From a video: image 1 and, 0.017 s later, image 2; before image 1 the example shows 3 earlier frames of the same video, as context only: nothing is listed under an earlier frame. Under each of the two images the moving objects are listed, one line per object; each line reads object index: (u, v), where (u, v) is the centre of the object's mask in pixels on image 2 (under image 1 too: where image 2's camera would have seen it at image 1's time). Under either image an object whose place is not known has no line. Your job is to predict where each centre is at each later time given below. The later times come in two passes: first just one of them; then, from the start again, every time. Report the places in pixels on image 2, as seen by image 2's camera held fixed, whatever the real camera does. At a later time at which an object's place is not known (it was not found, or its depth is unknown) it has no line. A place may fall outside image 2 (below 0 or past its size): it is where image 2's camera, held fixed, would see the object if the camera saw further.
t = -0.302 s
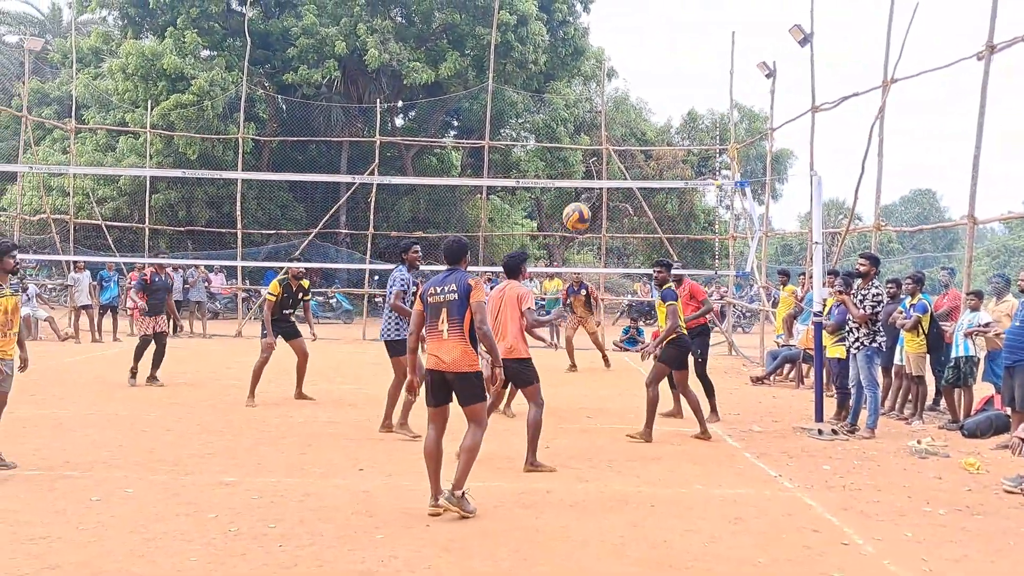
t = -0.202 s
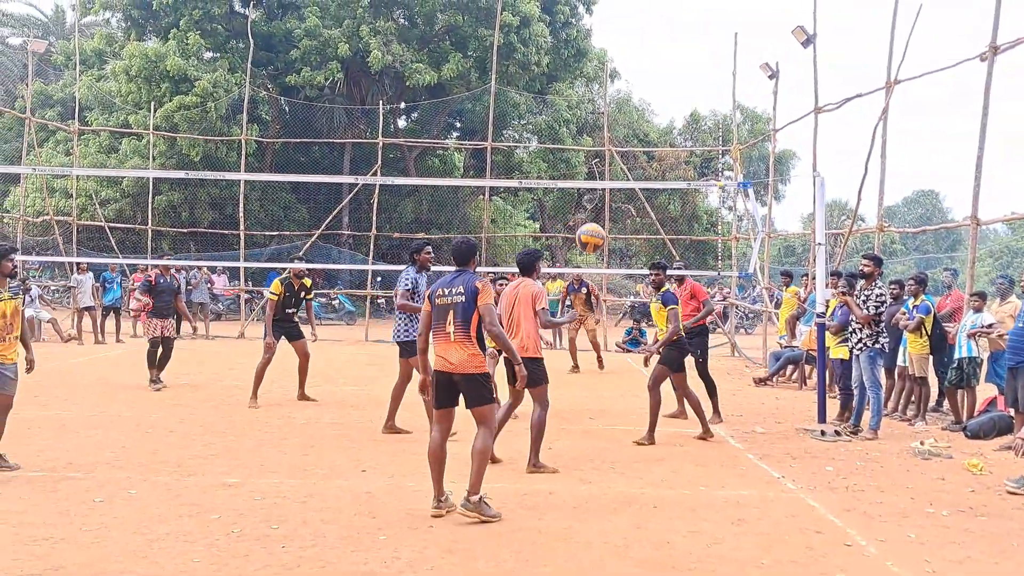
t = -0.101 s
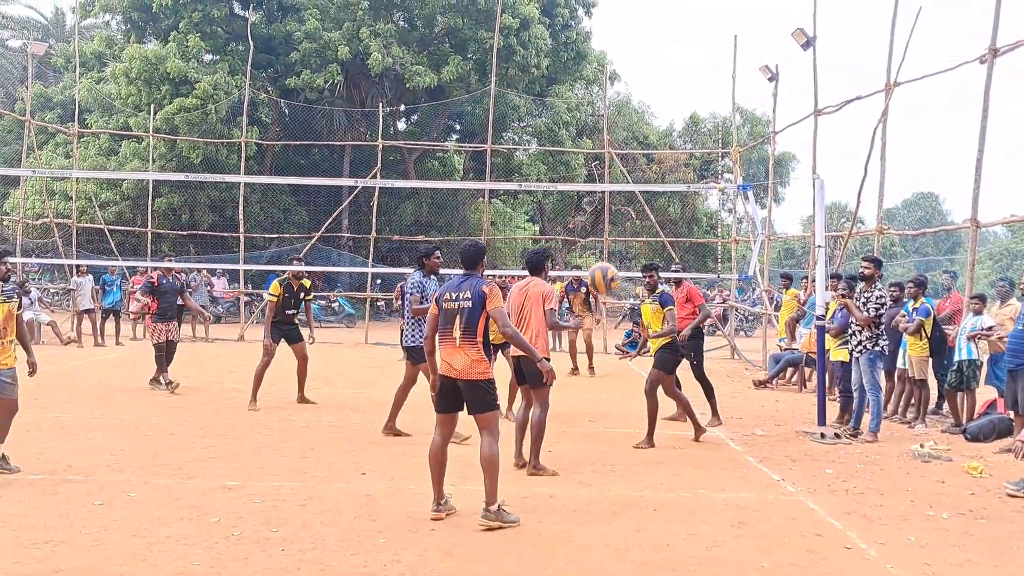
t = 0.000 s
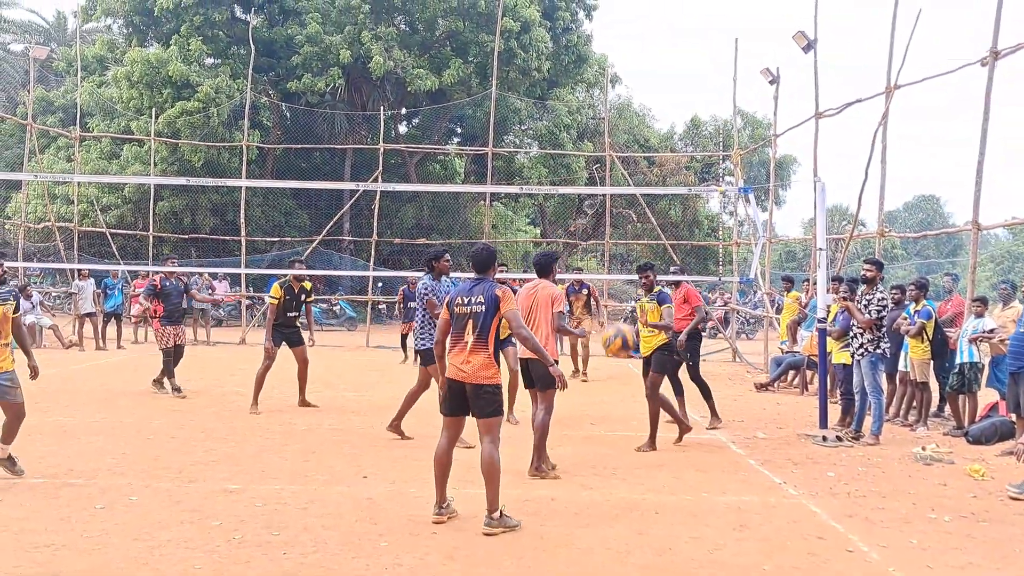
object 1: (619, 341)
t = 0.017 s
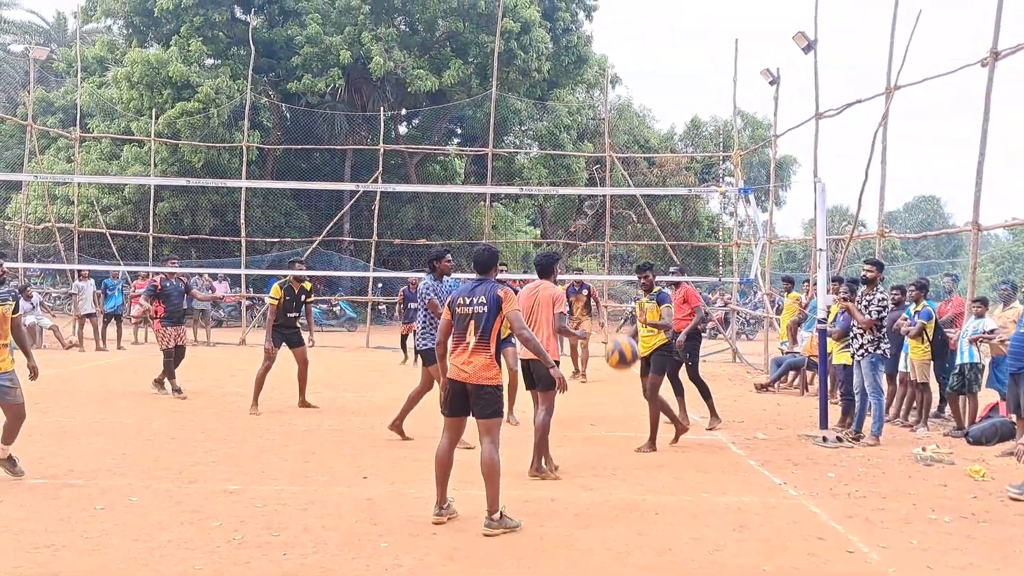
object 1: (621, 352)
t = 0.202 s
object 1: (654, 548)
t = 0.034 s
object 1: (624, 365)
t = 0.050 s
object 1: (628, 380)
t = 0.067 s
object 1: (631, 394)
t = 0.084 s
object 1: (634, 409)
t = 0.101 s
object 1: (638, 426)
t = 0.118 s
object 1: (639, 442)
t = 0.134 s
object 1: (642, 461)
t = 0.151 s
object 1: (647, 483)
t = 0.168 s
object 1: (649, 503)
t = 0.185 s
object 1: (652, 526)
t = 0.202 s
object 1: (654, 548)
